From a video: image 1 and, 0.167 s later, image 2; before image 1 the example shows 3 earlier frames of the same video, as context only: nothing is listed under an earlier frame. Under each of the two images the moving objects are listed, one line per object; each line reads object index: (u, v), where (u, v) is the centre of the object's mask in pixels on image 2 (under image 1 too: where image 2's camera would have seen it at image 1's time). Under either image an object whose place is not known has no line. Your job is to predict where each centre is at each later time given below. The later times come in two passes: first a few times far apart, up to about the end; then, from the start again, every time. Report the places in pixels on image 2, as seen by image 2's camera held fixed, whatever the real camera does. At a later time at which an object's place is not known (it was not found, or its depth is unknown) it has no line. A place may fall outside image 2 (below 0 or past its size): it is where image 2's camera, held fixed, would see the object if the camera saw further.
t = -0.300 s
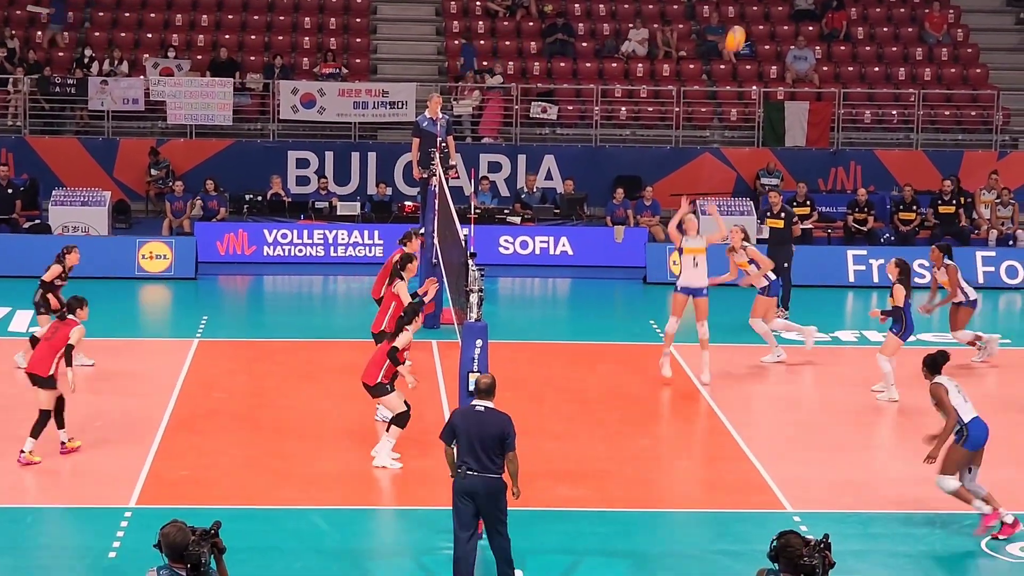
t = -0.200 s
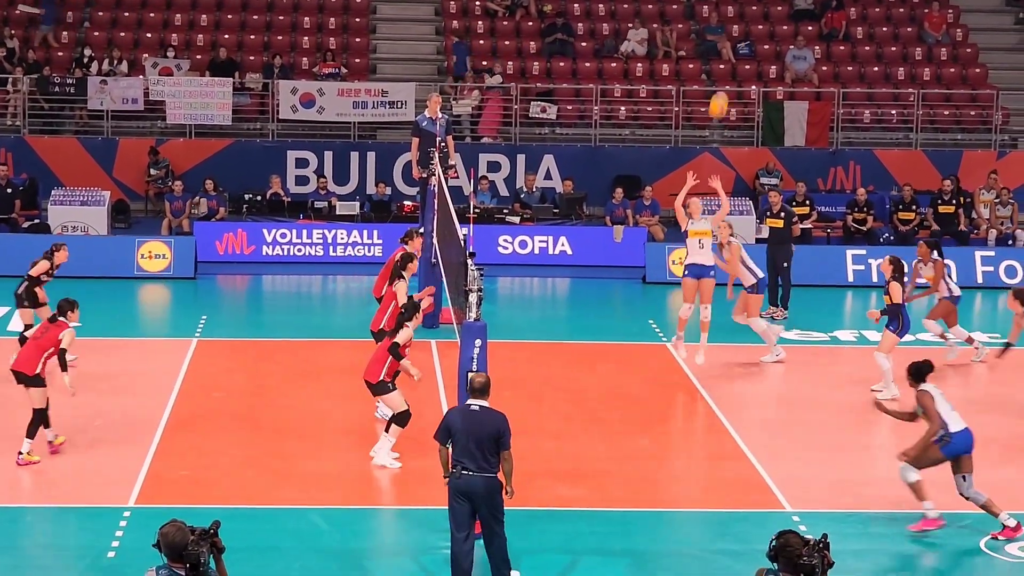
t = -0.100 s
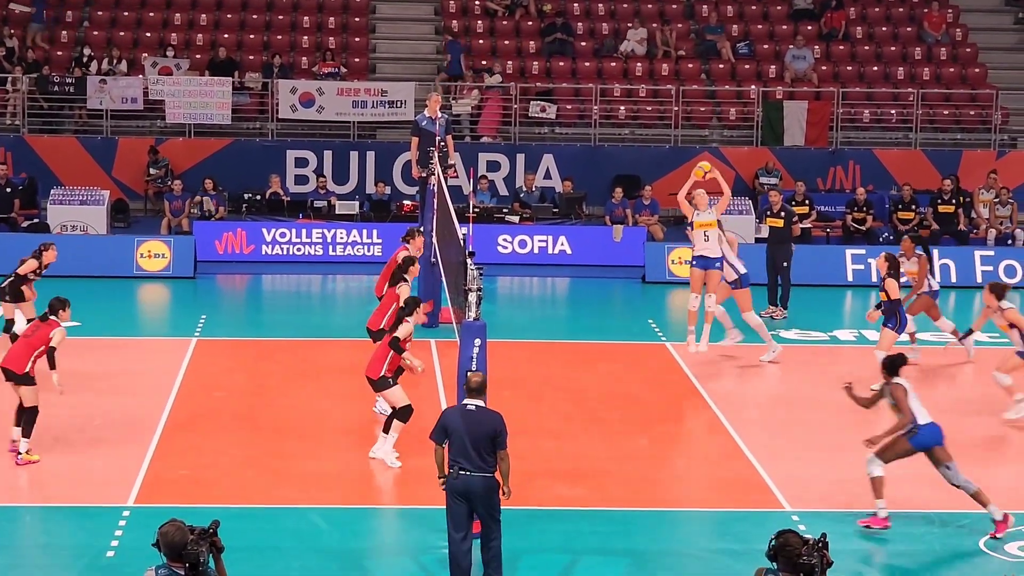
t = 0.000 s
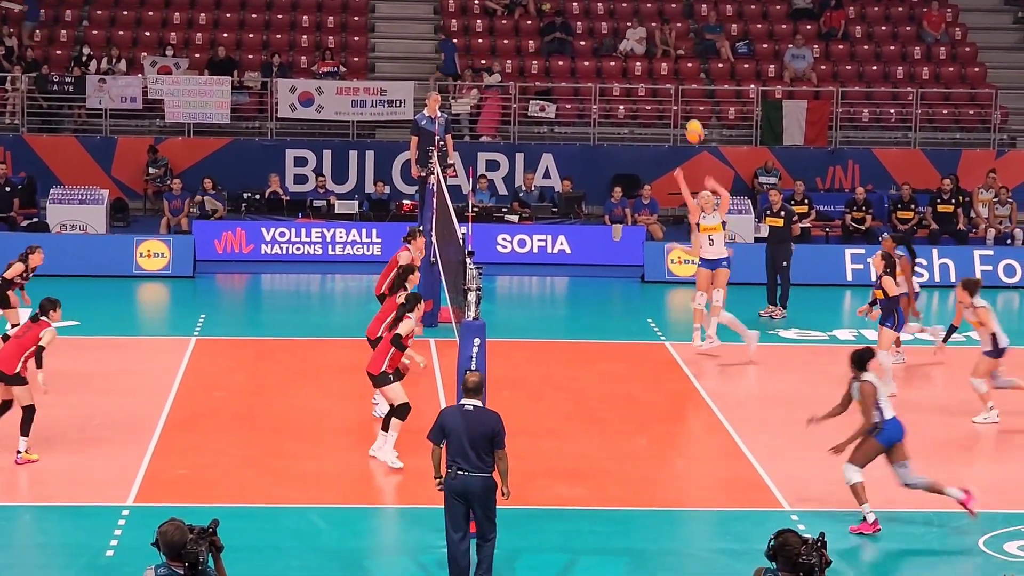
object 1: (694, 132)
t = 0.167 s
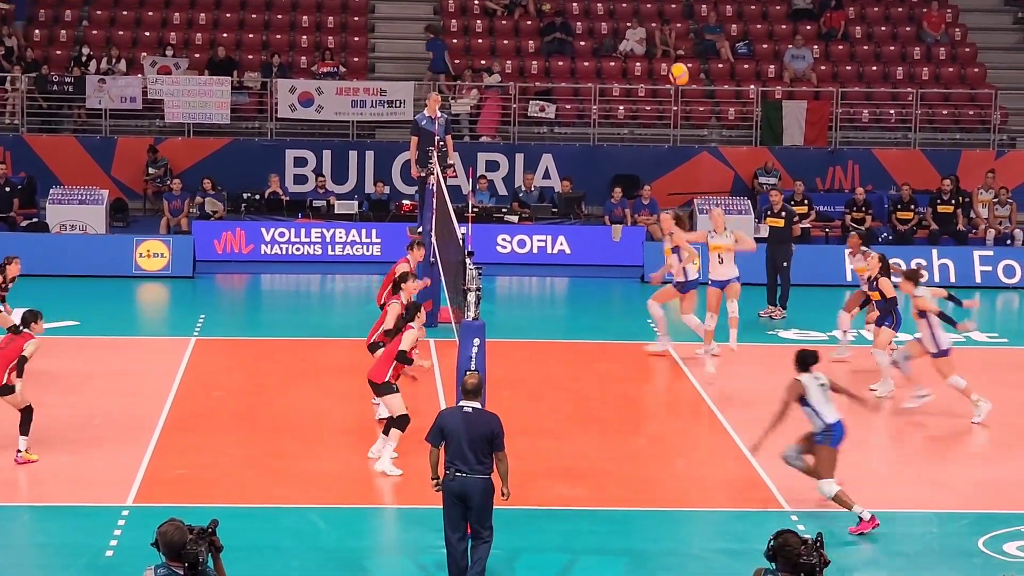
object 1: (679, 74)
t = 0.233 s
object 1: (673, 57)
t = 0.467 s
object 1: (649, 26)
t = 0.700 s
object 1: (625, 49)
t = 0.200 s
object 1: (676, 65)
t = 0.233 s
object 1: (673, 57)
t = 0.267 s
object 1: (669, 50)
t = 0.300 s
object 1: (666, 43)
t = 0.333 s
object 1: (663, 38)
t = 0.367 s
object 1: (659, 34)
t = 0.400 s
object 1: (656, 30)
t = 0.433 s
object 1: (652, 28)
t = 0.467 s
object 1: (649, 26)
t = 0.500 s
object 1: (645, 26)
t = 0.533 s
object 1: (642, 27)
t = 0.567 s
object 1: (638, 29)
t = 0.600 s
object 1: (635, 32)
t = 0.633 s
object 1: (631, 36)
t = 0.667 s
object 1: (628, 42)
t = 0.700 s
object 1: (625, 49)
